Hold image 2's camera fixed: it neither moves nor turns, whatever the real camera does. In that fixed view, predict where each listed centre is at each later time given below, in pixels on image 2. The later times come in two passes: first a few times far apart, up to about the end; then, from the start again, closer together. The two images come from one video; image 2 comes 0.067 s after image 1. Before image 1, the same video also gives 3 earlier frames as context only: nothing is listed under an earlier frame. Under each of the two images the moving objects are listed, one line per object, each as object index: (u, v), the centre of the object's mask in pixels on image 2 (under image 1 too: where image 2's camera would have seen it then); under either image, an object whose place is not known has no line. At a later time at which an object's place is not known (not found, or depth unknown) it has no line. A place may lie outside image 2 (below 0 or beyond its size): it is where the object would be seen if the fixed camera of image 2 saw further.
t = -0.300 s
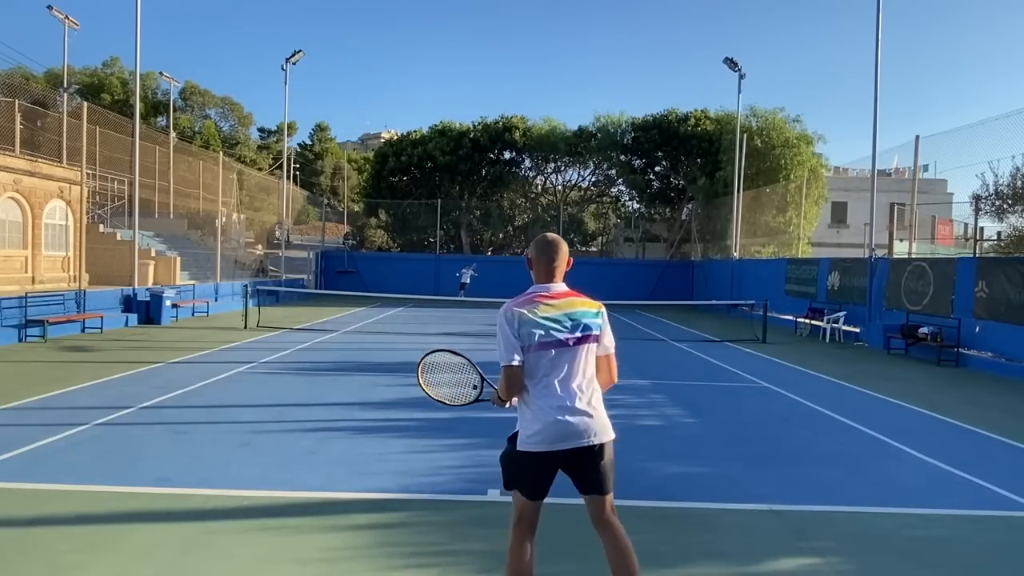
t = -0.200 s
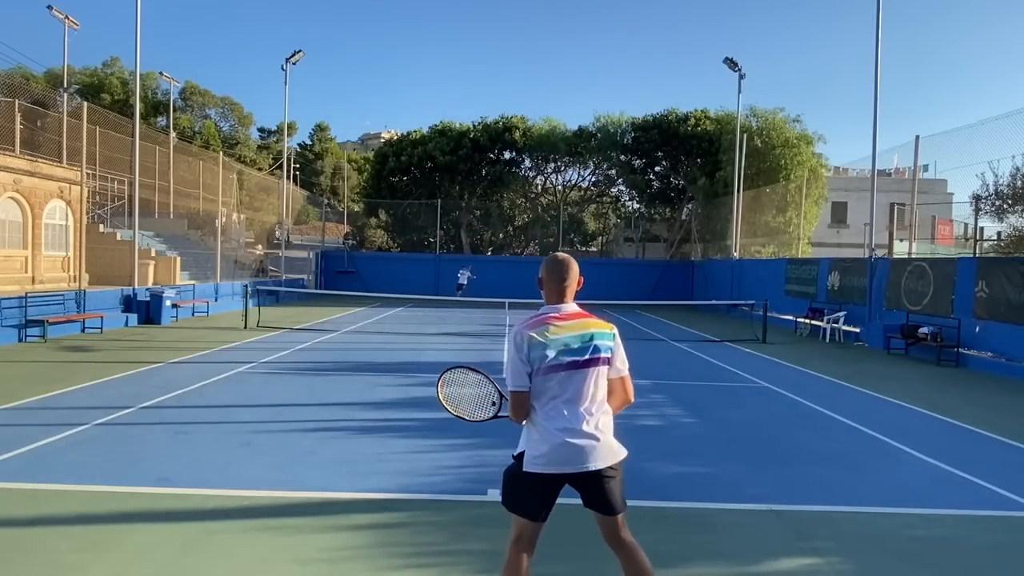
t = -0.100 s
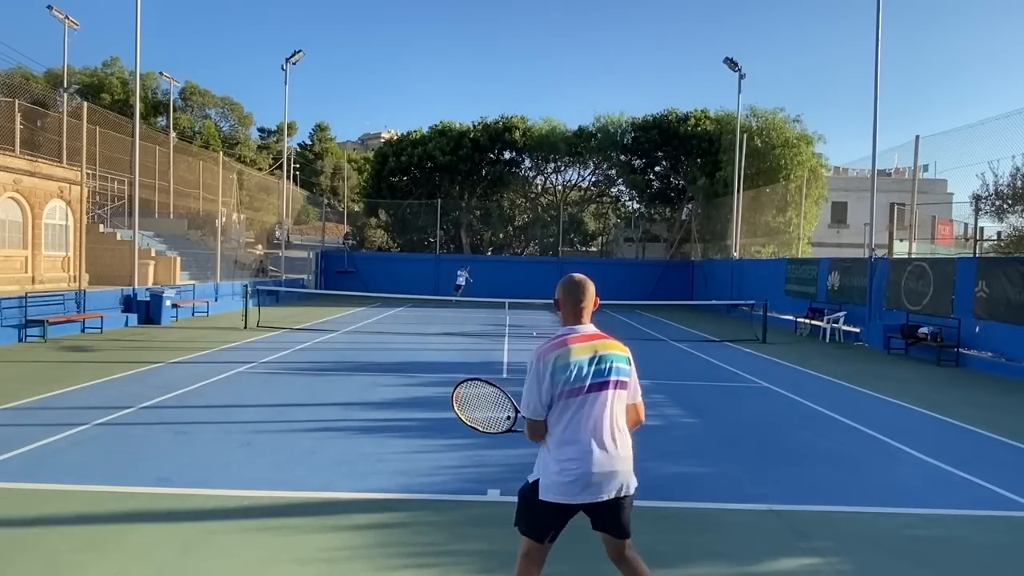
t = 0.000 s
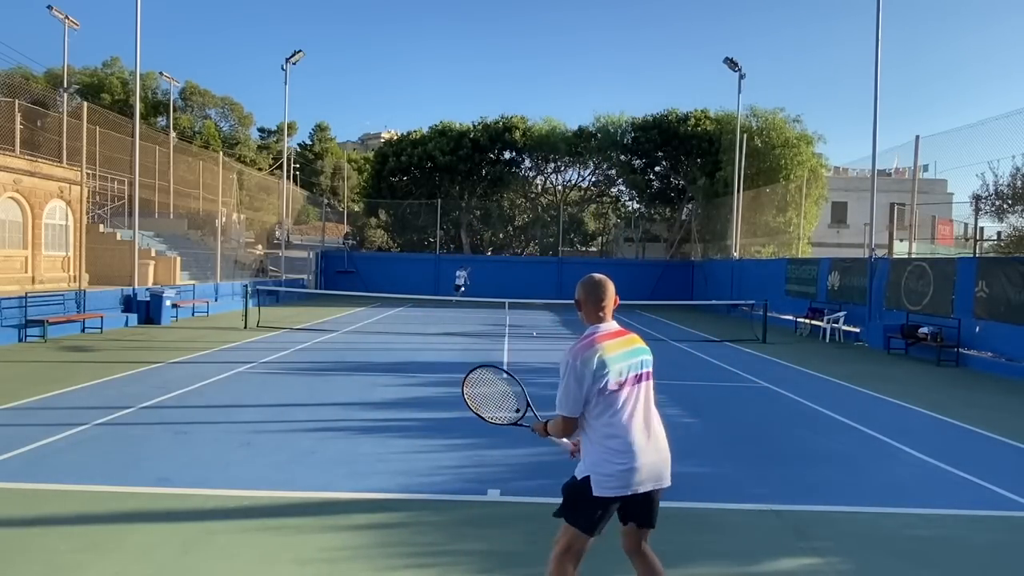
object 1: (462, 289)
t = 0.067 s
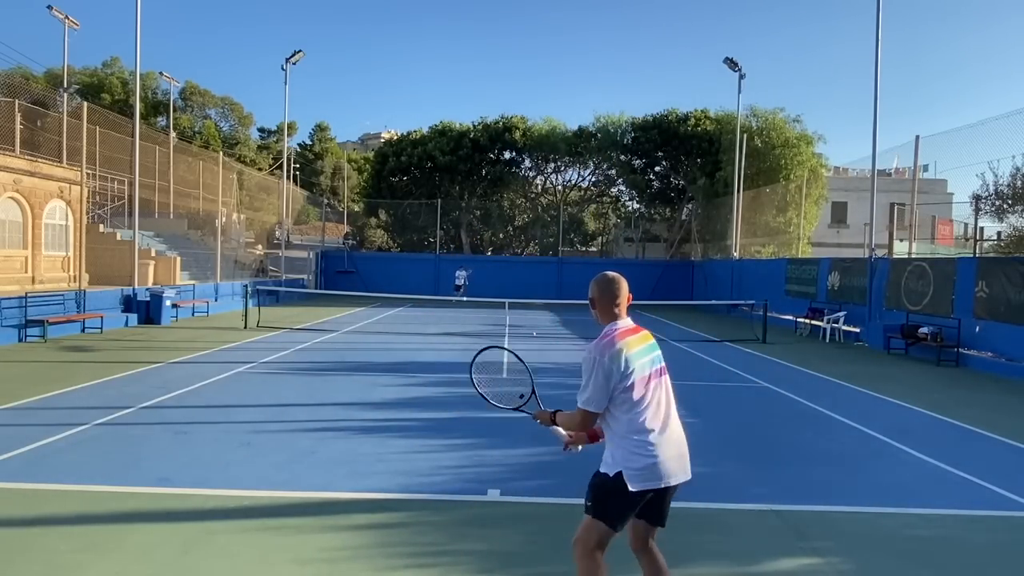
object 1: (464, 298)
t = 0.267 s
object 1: (469, 355)
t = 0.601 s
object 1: (494, 352)
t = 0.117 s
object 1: (465, 309)
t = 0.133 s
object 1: (466, 312)
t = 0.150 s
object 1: (466, 317)
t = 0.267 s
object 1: (469, 355)
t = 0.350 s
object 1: (473, 362)
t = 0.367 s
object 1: (474, 360)
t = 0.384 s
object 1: (475, 358)
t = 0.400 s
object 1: (476, 356)
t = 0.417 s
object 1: (477, 355)
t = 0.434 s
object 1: (478, 354)
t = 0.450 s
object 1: (479, 353)
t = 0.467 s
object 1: (481, 351)
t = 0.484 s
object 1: (482, 350)
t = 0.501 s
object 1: (483, 350)
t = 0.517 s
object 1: (484, 350)
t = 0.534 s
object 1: (486, 350)
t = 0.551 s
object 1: (487, 350)
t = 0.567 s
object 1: (489, 351)
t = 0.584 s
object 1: (491, 352)
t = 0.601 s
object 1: (494, 352)
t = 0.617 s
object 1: (495, 354)
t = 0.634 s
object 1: (496, 356)
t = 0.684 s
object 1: (501, 366)
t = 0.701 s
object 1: (503, 370)
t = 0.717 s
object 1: (506, 374)
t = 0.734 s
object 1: (509, 379)
